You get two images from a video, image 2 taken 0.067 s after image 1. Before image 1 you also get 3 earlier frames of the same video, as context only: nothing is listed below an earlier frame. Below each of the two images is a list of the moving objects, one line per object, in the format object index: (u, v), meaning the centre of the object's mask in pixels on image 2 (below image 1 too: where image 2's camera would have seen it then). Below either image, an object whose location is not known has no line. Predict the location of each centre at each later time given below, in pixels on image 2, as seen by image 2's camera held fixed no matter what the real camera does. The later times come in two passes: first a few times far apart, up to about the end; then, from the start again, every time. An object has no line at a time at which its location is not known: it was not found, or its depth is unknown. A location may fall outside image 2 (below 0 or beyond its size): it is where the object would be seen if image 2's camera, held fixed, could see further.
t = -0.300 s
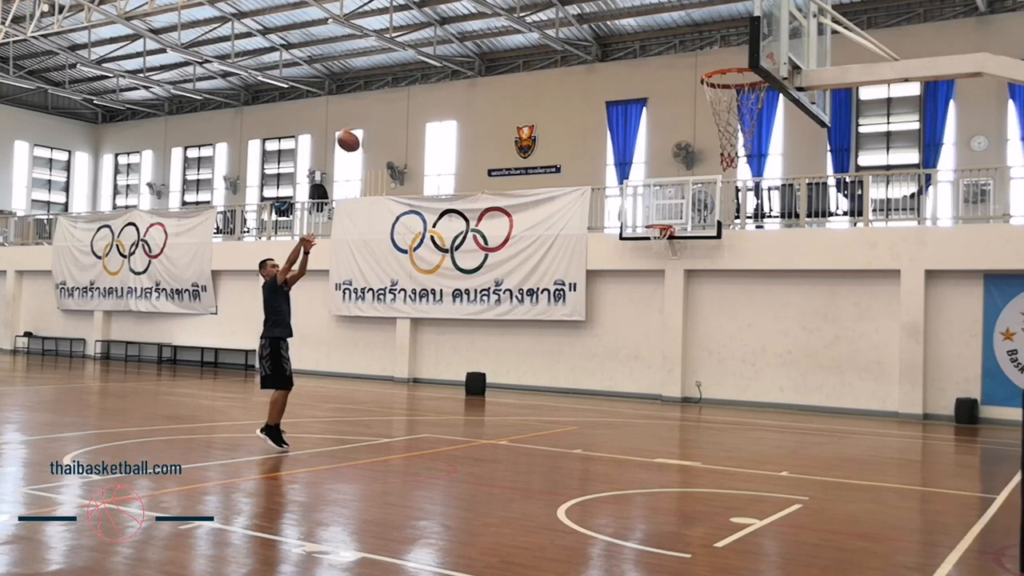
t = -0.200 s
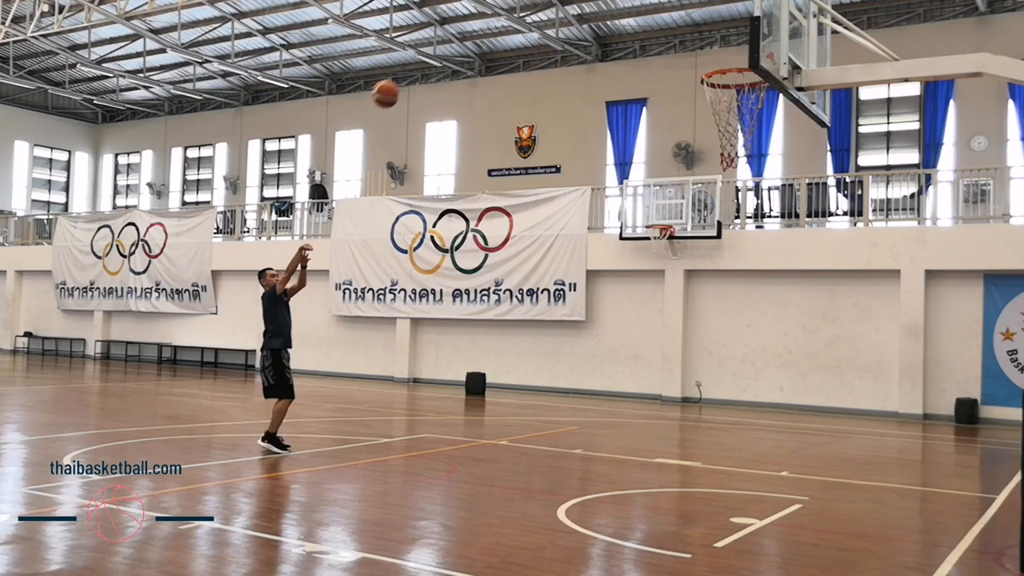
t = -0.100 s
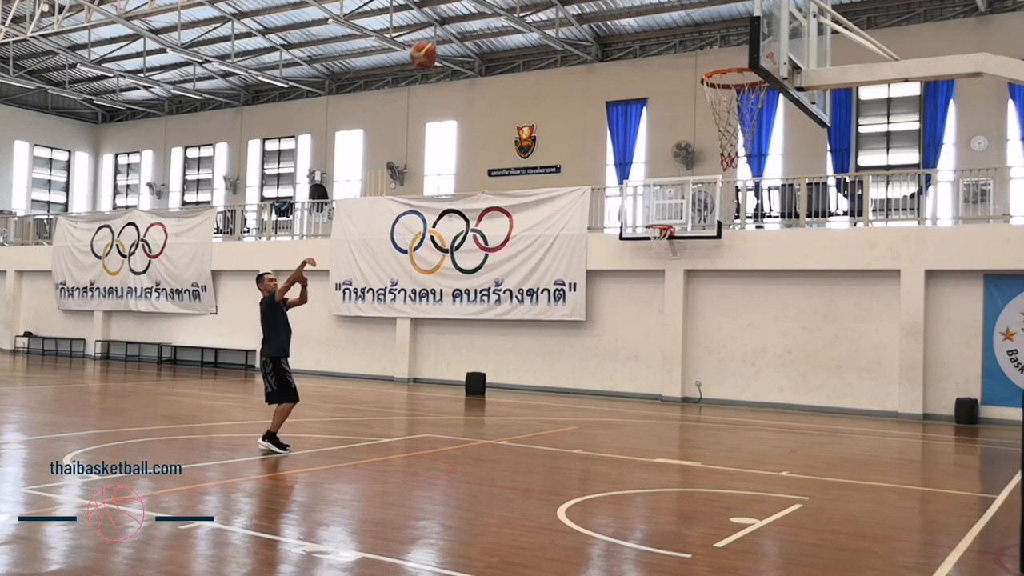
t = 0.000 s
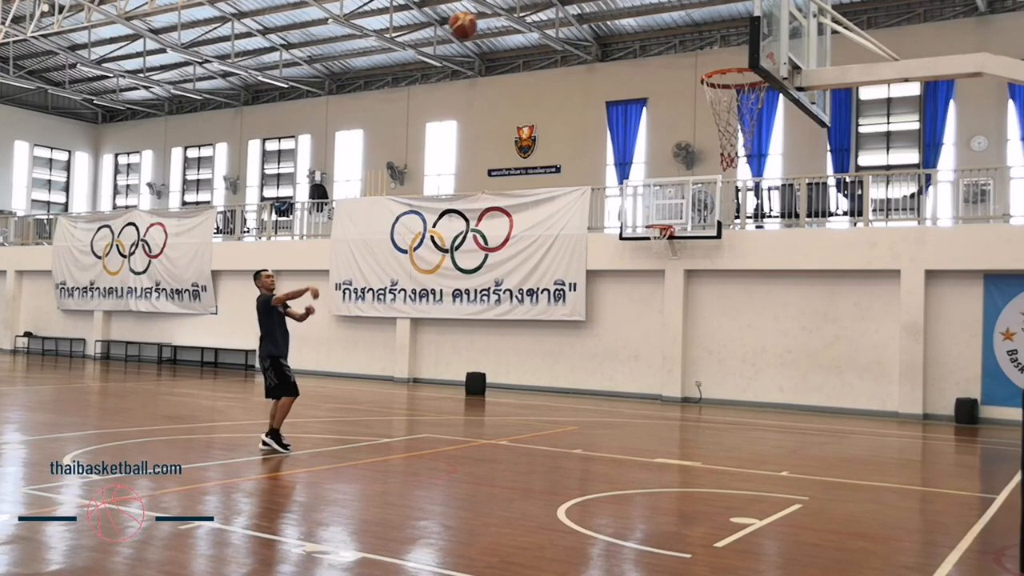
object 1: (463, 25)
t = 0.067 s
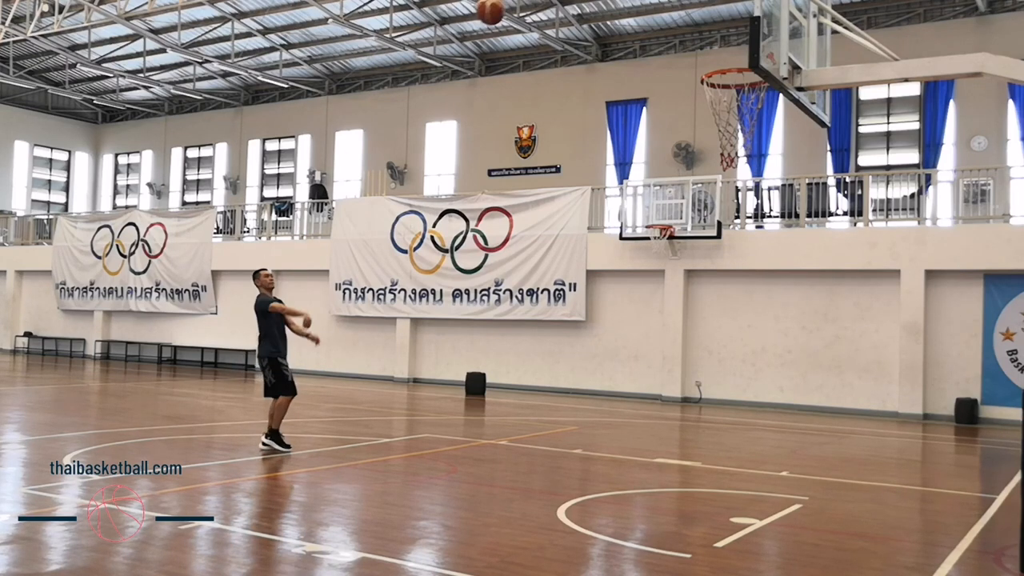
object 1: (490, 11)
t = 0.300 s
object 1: (592, 5)
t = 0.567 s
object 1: (727, 68)
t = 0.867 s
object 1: (757, 129)
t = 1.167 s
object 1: (729, 252)
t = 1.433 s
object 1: (705, 472)
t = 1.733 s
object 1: (671, 314)
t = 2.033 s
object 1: (636, 231)
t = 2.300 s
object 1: (603, 254)
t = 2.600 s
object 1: (566, 388)
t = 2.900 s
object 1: (543, 379)
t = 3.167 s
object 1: (530, 301)
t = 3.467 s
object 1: (512, 317)
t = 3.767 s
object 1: (492, 440)
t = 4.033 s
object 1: (482, 373)
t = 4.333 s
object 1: (471, 338)
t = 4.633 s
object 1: (457, 406)
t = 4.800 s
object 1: (449, 439)
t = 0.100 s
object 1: (505, 8)
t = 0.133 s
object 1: (519, 6)
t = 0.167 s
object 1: (533, 5)
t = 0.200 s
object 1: (548, 4)
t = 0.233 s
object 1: (561, 4)
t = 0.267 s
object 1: (577, 4)
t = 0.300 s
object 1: (592, 5)
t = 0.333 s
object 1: (609, 6)
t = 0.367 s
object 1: (625, 9)
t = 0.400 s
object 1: (641, 12)
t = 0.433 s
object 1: (657, 18)
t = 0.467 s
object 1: (675, 28)
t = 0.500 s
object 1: (691, 39)
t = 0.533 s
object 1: (708, 52)
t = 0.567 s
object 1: (727, 68)
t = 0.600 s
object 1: (745, 86)
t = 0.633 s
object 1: (761, 100)
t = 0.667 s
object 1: (769, 109)
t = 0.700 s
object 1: (769, 111)
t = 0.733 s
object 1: (767, 112)
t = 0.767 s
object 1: (765, 114)
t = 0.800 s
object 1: (762, 118)
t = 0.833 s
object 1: (759, 123)
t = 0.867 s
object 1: (757, 129)
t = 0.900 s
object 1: (754, 136)
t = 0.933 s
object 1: (751, 145)
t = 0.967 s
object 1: (748, 156)
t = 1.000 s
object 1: (745, 168)
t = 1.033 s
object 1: (742, 182)
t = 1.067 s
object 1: (738, 197)
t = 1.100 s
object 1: (735, 215)
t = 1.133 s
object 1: (732, 233)
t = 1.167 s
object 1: (729, 252)
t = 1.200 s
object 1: (726, 275)
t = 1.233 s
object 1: (723, 298)
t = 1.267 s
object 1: (720, 323)
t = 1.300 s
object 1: (717, 350)
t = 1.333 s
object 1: (714, 378)
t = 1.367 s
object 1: (711, 409)
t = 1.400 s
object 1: (708, 440)
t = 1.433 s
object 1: (705, 472)
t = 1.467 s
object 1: (702, 498)
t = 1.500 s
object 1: (698, 469)
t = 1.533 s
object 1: (694, 442)
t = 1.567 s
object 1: (690, 417)
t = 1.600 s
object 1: (687, 393)
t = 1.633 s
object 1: (682, 370)
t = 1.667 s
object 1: (678, 350)
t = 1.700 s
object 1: (675, 331)
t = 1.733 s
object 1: (671, 314)
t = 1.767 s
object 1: (667, 299)
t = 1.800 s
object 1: (663, 285)
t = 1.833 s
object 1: (659, 272)
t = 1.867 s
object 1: (655, 262)
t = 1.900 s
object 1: (651, 253)
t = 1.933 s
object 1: (647, 245)
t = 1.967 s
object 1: (643, 239)
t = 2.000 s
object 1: (639, 234)
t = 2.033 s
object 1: (636, 231)
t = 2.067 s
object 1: (632, 229)
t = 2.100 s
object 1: (628, 228)
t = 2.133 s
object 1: (624, 229)
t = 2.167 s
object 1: (619, 231)
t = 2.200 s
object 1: (615, 235)
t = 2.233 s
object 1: (611, 240)
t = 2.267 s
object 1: (607, 247)
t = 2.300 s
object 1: (603, 254)
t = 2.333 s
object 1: (599, 264)
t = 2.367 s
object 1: (595, 274)
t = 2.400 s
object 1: (591, 287)
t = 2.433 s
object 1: (587, 301)
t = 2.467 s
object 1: (582, 316)
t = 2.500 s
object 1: (578, 331)
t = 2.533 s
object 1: (575, 349)
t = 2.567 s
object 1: (570, 368)
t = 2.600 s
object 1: (566, 388)
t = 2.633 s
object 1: (562, 410)
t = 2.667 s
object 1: (558, 433)
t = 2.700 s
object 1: (554, 458)
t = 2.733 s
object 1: (551, 474)
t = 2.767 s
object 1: (549, 452)
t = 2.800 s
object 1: (548, 432)
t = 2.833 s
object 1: (546, 413)
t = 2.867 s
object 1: (544, 395)
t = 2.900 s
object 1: (543, 379)
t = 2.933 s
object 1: (541, 364)
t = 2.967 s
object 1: (540, 351)
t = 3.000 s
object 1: (538, 340)
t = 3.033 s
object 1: (537, 329)
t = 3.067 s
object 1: (535, 321)
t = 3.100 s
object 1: (534, 313)
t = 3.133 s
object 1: (532, 307)
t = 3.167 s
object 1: (530, 301)
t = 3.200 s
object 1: (528, 298)
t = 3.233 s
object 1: (526, 296)
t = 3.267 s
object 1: (524, 295)
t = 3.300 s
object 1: (523, 295)
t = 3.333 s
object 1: (521, 297)
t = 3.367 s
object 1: (519, 300)
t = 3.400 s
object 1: (516, 304)
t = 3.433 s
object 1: (514, 310)
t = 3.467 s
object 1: (512, 317)
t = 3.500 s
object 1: (510, 325)
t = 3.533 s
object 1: (508, 335)
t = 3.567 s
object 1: (506, 346)
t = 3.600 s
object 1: (503, 358)
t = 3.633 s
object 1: (501, 372)
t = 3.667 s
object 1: (499, 387)
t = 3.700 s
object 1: (497, 403)
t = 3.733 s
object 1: (495, 421)
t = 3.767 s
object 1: (492, 440)
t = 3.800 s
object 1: (490, 460)
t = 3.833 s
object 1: (488, 456)
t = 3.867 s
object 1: (487, 439)
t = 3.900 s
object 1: (486, 423)
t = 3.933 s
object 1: (486, 408)
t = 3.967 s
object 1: (484, 395)
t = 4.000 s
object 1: (484, 383)
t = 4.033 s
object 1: (482, 373)
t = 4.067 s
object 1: (481, 363)
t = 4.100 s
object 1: (480, 356)
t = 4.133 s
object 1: (479, 349)
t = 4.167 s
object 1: (478, 344)
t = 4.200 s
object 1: (476, 340)
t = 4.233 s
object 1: (475, 338)
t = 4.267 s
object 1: (474, 337)
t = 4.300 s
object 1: (473, 337)
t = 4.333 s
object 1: (471, 338)
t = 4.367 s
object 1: (470, 340)
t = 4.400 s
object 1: (468, 344)
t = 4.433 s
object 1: (467, 349)
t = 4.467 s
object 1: (465, 355)
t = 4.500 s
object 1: (464, 362)
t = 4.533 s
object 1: (462, 372)
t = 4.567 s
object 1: (461, 381)
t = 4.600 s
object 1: (459, 393)
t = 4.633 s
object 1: (457, 406)
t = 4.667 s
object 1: (455, 420)
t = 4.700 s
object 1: (454, 435)
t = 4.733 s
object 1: (452, 452)
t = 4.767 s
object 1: (450, 453)
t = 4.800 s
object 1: (449, 439)
